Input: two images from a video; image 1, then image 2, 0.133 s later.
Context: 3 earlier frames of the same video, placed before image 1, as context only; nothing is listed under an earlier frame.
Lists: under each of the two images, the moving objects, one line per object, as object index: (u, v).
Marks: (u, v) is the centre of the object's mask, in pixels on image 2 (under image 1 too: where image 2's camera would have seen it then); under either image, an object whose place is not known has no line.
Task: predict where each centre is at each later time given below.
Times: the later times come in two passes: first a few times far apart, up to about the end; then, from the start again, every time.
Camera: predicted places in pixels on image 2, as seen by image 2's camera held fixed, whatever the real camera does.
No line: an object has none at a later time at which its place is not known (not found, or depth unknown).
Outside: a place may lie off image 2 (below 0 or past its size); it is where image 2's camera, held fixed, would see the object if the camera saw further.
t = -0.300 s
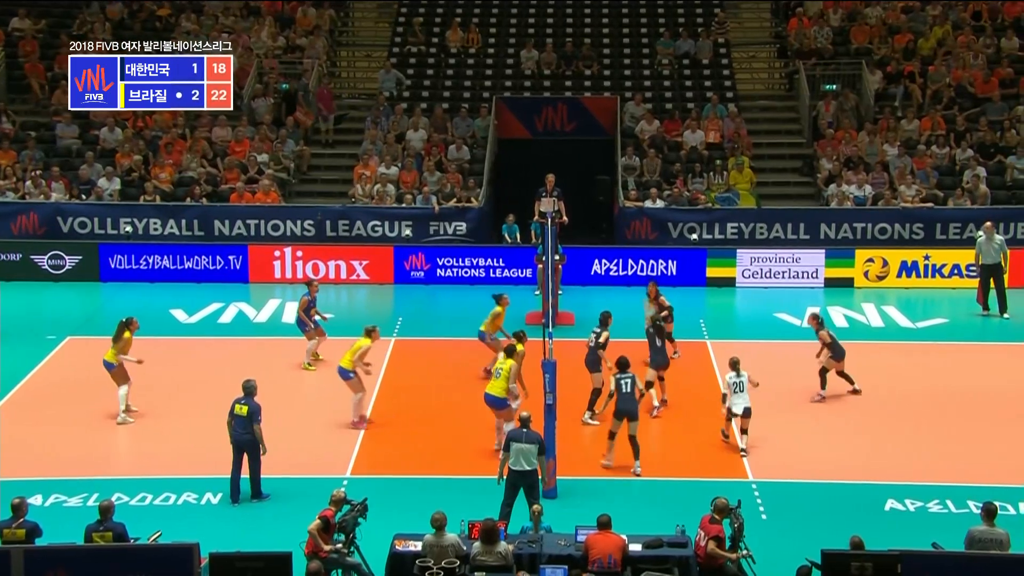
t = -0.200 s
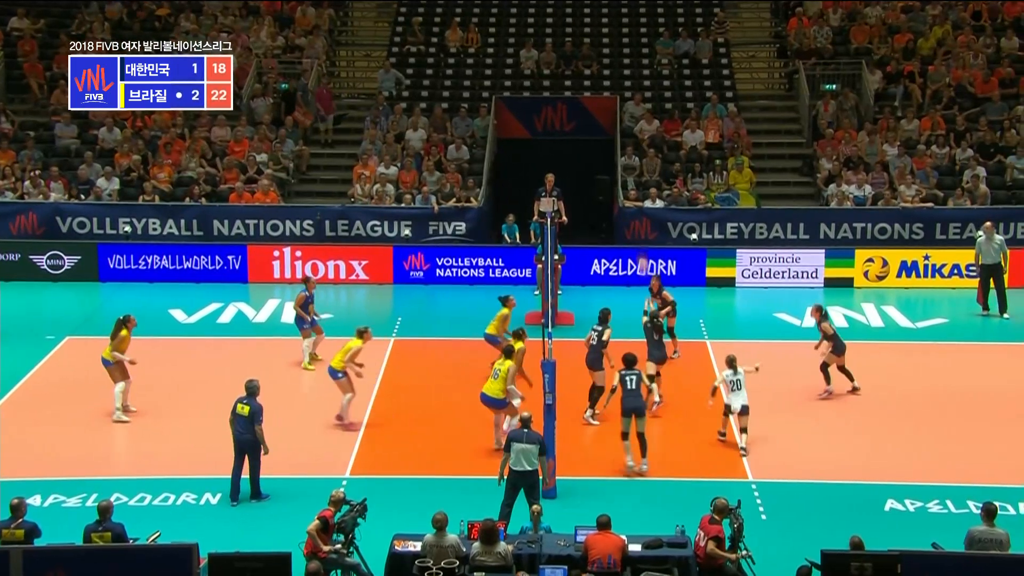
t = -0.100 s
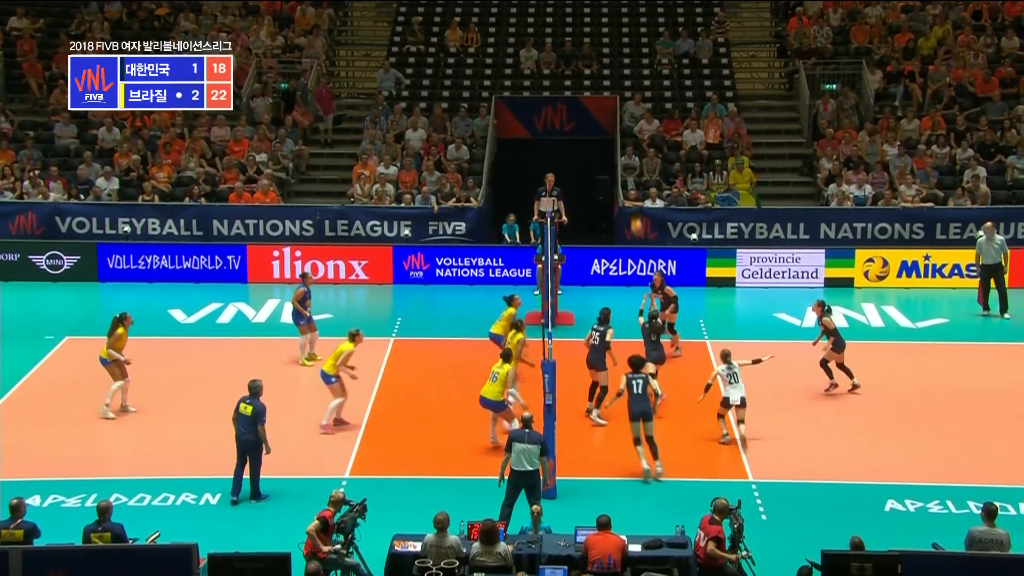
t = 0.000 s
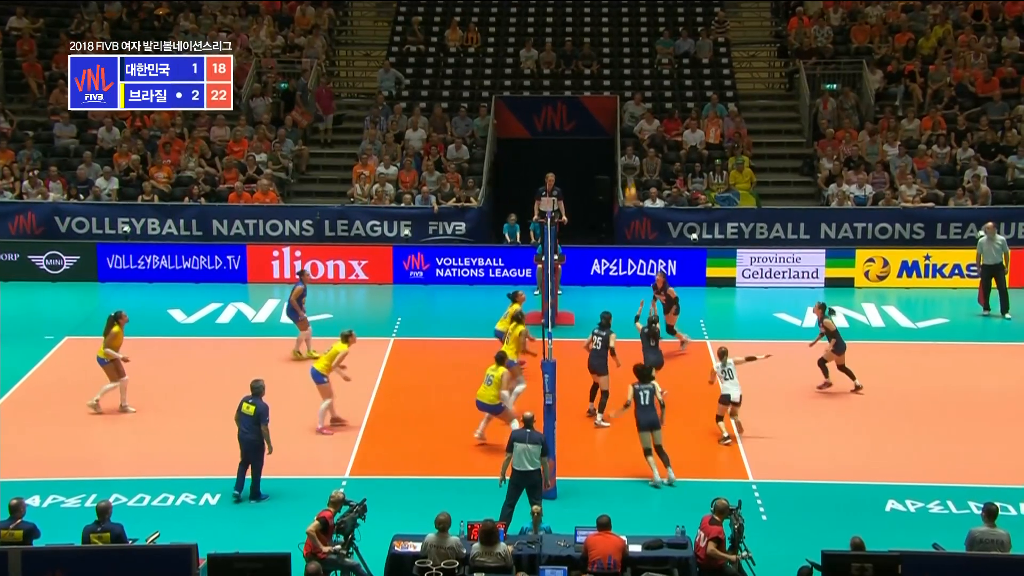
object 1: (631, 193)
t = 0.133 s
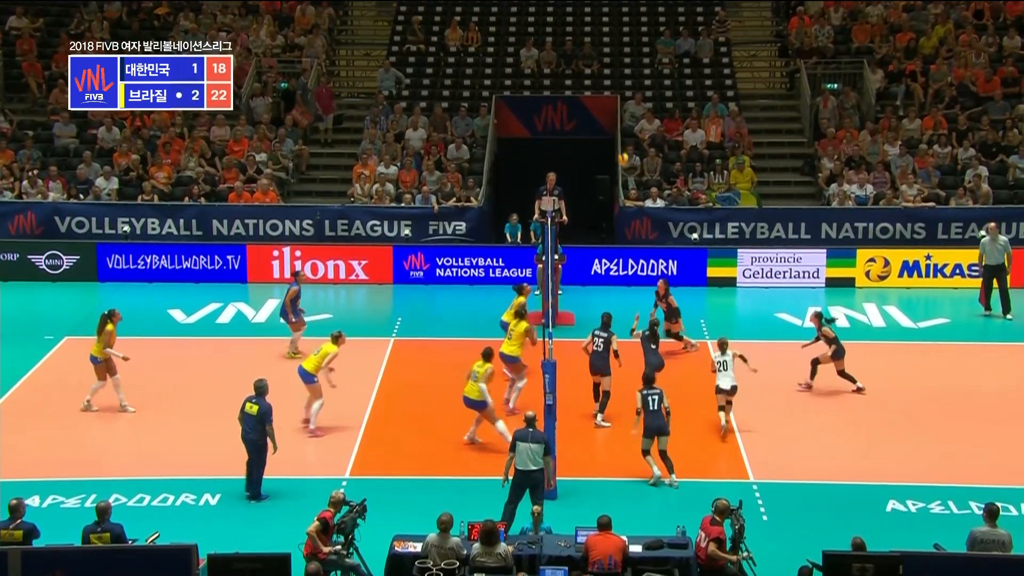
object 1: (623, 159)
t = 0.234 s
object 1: (618, 142)
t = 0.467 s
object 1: (605, 124)
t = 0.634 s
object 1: (597, 129)
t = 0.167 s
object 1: (621, 152)
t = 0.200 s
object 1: (620, 147)
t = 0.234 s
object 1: (618, 142)
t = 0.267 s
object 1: (616, 137)
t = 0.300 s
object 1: (614, 133)
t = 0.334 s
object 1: (612, 130)
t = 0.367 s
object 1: (611, 127)
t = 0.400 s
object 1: (609, 125)
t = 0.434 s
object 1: (607, 124)
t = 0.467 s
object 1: (605, 124)
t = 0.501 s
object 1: (604, 124)
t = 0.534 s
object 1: (602, 124)
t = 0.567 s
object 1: (600, 125)
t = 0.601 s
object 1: (598, 127)
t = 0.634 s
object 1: (597, 129)
